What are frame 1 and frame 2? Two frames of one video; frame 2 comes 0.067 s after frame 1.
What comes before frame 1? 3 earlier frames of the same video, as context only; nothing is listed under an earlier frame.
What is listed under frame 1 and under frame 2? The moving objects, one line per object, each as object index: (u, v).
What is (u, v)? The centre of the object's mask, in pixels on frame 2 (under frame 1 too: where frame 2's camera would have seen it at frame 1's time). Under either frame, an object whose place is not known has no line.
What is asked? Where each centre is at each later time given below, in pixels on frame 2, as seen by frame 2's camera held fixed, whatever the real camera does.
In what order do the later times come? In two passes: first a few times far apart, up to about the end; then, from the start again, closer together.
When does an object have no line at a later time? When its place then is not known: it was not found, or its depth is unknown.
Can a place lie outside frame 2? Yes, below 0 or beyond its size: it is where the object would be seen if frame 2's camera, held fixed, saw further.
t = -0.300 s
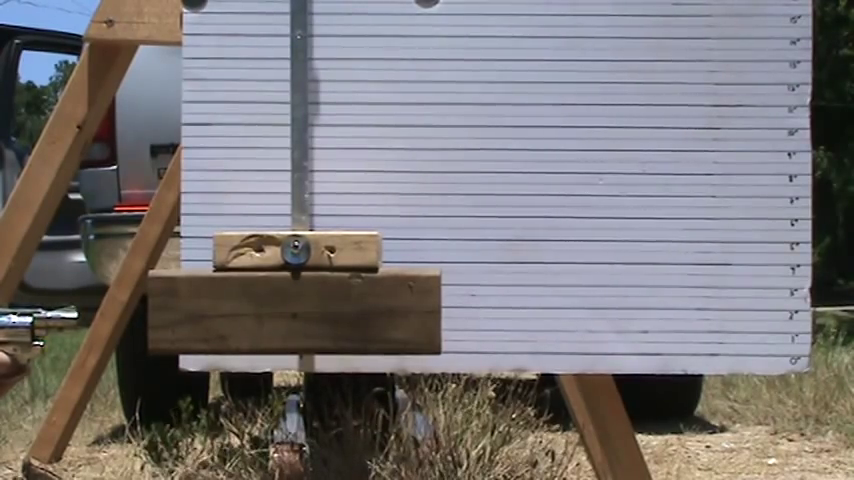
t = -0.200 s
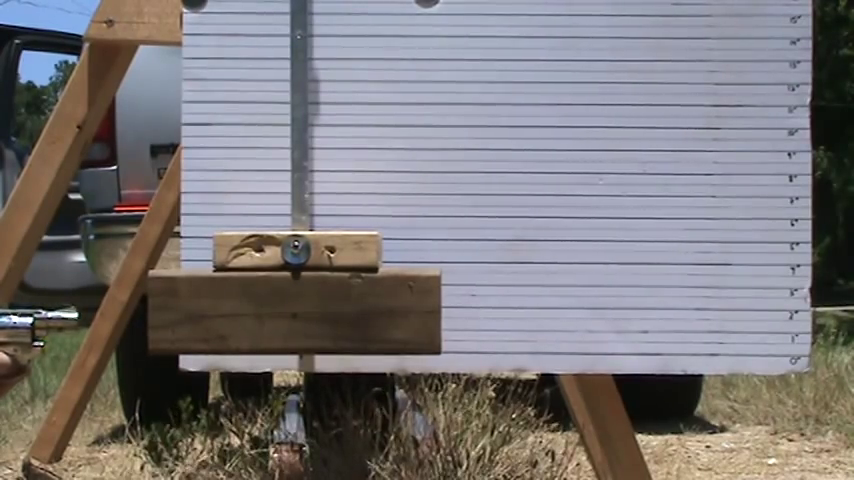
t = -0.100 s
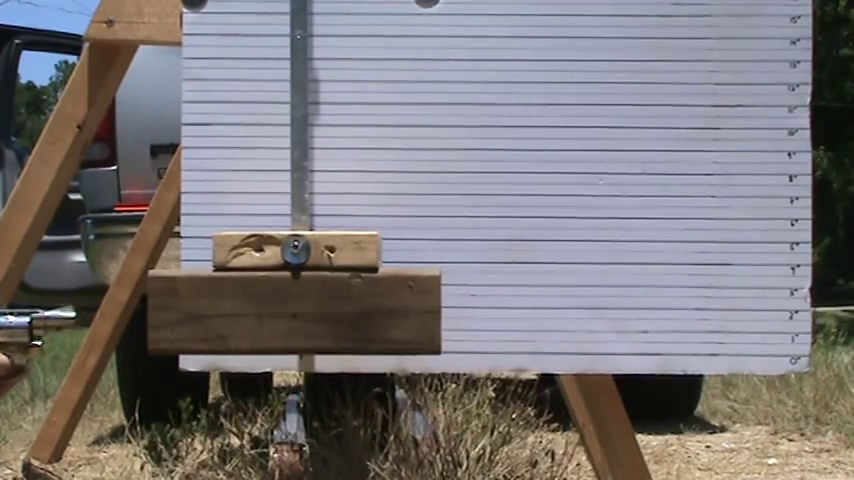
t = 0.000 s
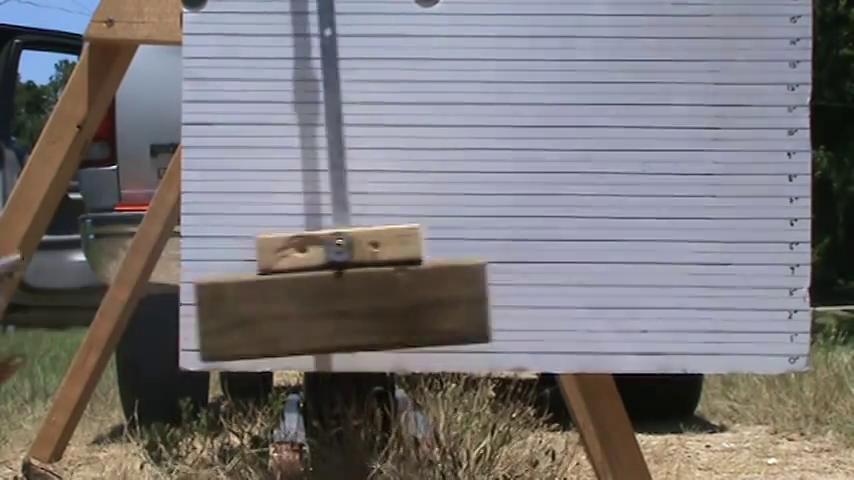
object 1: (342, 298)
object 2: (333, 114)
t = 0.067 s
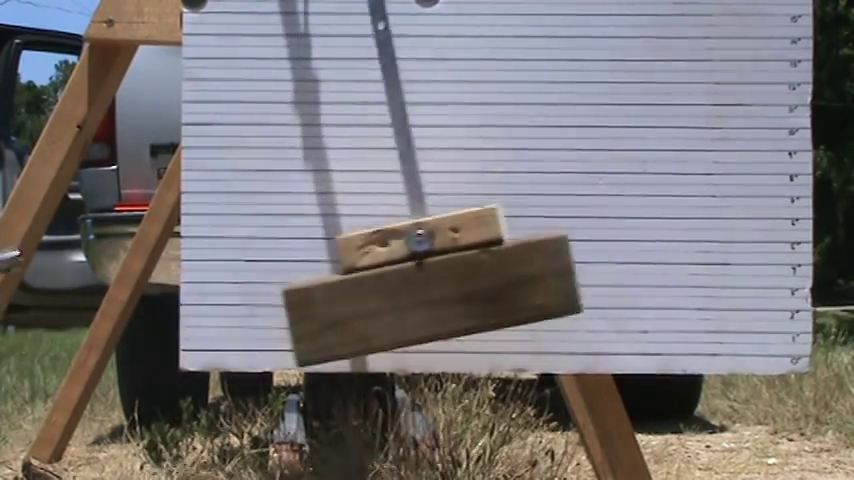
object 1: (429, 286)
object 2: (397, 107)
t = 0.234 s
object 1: (597, 231)
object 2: (525, 83)
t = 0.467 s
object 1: (648, 204)
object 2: (569, 72)
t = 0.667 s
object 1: (519, 263)
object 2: (463, 98)
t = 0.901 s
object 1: (224, 296)
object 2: (246, 112)
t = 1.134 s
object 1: (55, 255)
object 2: (62, 86)
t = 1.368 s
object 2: (39, 70)
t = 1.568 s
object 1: (115, 272)
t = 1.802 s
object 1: (392, 292)
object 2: (368, 111)
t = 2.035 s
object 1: (612, 224)
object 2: (537, 80)
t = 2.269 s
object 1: (625, 217)
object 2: (549, 78)
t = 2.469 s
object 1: (471, 277)
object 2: (425, 103)
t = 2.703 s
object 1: (175, 288)
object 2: (211, 109)
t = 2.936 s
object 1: (48, 253)
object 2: (51, 83)
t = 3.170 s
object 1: (50, 254)
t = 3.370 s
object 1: (146, 282)
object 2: (186, 111)
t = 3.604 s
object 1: (437, 284)
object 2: (401, 106)
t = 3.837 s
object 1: (622, 219)
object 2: (545, 78)
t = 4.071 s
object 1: (599, 230)
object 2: (526, 83)
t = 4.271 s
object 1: (420, 289)
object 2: (387, 108)
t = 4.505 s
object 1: (139, 280)
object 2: (178, 110)
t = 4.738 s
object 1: (45, 253)
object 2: (45, 81)
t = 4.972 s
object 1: (65, 258)
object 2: (75, 92)
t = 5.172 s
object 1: (197, 291)
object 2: (227, 109)
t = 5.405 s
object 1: (481, 274)
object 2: (432, 102)
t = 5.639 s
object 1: (624, 218)
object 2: (548, 78)
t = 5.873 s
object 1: (565, 246)
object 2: (498, 91)
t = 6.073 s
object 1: (365, 297)
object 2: (349, 111)
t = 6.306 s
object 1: (115, 273)
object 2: (148, 115)
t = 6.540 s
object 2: (45, 79)
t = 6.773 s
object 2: (108, 96)
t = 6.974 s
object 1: (252, 297)
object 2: (268, 114)
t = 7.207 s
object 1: (516, 264)
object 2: (460, 97)
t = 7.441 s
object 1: (620, 220)
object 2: (544, 79)
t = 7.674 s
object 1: (524, 262)
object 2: (466, 98)
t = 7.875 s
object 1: (310, 300)
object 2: (308, 114)
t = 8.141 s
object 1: (79, 262)
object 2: (102, 95)
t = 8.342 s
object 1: (47, 253)
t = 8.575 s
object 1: (110, 271)
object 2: (143, 107)
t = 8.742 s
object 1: (268, 298)
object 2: (280, 115)
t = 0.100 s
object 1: (470, 277)
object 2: (427, 103)
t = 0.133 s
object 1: (508, 266)
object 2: (455, 98)
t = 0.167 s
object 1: (544, 254)
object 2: (482, 95)
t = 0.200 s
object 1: (573, 242)
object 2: (505, 89)
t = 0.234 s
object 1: (597, 231)
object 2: (525, 83)
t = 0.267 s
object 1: (618, 221)
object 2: (543, 79)
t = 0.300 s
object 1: (634, 212)
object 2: (556, 75)
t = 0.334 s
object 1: (645, 205)
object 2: (567, 72)
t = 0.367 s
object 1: (652, 201)
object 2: (574, 70)
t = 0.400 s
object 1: (655, 200)
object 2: (576, 70)
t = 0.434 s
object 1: (654, 200)
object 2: (574, 70)
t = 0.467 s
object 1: (648, 204)
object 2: (569, 72)
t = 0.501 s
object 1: (639, 210)
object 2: (560, 75)
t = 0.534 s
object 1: (624, 218)
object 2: (547, 78)
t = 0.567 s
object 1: (604, 228)
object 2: (530, 83)
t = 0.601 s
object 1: (579, 240)
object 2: (511, 88)
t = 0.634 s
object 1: (551, 251)
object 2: (488, 92)
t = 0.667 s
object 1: (519, 263)
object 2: (463, 98)
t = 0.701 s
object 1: (483, 274)
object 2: (435, 102)
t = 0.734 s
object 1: (444, 284)
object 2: (406, 107)
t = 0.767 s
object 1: (403, 291)
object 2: (375, 110)
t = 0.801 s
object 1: (359, 297)
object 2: (344, 112)
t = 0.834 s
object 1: (314, 299)
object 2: (309, 113)
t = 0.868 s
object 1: (269, 299)
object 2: (279, 115)
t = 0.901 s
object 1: (224, 296)
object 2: (246, 112)
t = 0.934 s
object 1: (181, 289)
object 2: (214, 109)
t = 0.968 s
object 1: (142, 281)
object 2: (183, 111)
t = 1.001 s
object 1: (119, 274)
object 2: (153, 112)
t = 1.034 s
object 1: (96, 267)
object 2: (127, 101)
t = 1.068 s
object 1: (80, 262)
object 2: (103, 95)
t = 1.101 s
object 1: (67, 258)
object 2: (82, 91)
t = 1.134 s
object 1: (55, 255)
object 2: (62, 86)
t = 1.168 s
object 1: (46, 252)
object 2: (47, 82)
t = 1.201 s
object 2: (39, 71)
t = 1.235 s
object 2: (35, 62)
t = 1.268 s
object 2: (33, 57)
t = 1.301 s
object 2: (33, 58)
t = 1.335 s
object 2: (35, 61)
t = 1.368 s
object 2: (39, 70)
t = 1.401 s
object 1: (44, 251)
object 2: (45, 79)
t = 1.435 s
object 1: (54, 255)
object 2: (61, 83)
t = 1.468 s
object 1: (65, 258)
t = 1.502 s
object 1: (78, 262)
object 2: (100, 93)
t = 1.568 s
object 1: (115, 272)
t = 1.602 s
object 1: (139, 280)
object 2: (178, 108)
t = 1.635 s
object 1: (172, 288)
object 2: (209, 109)
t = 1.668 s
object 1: (213, 294)
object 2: (240, 110)
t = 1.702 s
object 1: (258, 297)
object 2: (272, 113)
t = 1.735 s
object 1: (303, 299)
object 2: (304, 111)
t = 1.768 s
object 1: (348, 297)
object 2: (336, 112)
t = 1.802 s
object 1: (392, 292)
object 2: (368, 111)
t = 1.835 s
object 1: (433, 285)
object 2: (398, 108)
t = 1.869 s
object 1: (473, 276)
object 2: (427, 103)
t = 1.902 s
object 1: (507, 266)
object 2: (454, 99)
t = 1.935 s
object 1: (541, 255)
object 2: (478, 93)
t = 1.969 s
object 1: (568, 244)
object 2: (501, 88)
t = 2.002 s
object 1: (592, 233)
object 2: (521, 85)
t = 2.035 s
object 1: (612, 224)
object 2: (537, 80)
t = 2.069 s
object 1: (626, 216)
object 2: (550, 77)
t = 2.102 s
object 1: (637, 210)
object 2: (559, 75)
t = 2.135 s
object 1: (643, 207)
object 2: (565, 73)
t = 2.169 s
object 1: (645, 206)
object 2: (566, 72)
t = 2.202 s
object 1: (643, 207)
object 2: (565, 73)
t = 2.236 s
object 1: (636, 211)
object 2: (559, 75)
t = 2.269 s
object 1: (625, 217)
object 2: (549, 78)
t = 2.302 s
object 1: (610, 225)
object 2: (535, 80)
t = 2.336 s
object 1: (591, 234)
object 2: (519, 85)
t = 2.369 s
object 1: (567, 245)
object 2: (499, 89)
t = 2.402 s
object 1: (539, 256)
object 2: (477, 94)
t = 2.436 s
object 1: (506, 267)
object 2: (452, 98)
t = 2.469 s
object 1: (471, 277)
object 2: (425, 103)
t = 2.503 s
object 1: (432, 286)
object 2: (397, 108)
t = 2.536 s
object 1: (390, 293)
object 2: (367, 110)
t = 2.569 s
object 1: (348, 298)
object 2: (336, 113)
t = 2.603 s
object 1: (304, 300)
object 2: (304, 112)
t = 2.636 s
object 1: (259, 298)
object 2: (273, 114)
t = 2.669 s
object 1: (216, 294)
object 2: (241, 112)
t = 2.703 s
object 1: (175, 288)
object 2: (211, 109)
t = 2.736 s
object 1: (142, 281)
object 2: (181, 109)
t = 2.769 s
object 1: (119, 274)
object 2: (151, 113)
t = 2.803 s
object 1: (98, 266)
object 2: (127, 100)
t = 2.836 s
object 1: (82, 263)
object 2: (105, 95)
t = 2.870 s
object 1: (69, 259)
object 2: (85, 90)
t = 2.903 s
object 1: (57, 256)
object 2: (67, 86)
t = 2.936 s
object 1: (48, 253)
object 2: (51, 83)
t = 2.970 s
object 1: (42, 251)
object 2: (42, 77)
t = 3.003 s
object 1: (37, 249)
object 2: (38, 68)
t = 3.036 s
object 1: (35, 249)
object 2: (37, 65)
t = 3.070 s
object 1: (35, 249)
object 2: (37, 64)
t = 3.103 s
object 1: (38, 249)
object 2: (39, 69)
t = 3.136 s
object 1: (42, 251)
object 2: (44, 77)
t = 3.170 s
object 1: (50, 254)
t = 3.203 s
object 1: (58, 255)
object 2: (69, 84)
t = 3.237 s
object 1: (71, 260)
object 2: (88, 91)
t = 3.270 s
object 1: (85, 264)
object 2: (108, 96)
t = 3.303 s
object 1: (102, 268)
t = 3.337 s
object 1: (123, 275)
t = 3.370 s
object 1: (146, 282)
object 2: (186, 111)
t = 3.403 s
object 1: (182, 289)
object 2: (217, 109)
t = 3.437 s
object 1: (224, 295)
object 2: (248, 112)
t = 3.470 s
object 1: (268, 298)
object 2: (279, 114)
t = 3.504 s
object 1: (312, 299)
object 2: (308, 112)
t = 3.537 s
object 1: (354, 296)
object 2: (341, 111)
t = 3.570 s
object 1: (397, 291)
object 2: (372, 109)
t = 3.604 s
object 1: (437, 284)
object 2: (401, 106)
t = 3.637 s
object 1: (475, 276)
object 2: (429, 102)
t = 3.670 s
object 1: (509, 266)
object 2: (455, 98)
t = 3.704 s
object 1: (541, 255)
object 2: (479, 94)
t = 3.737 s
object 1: (567, 244)
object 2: (500, 89)
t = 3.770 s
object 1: (590, 235)
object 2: (519, 85)
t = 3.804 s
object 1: (608, 226)
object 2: (534, 82)
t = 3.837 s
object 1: (622, 219)
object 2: (545, 78)
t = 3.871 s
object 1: (632, 214)
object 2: (554, 76)
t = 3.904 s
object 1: (637, 211)
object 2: (559, 75)
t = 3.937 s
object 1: (638, 210)
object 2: (559, 74)
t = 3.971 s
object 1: (635, 212)
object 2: (557, 75)
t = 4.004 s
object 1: (627, 216)
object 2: (550, 77)
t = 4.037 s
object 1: (616, 222)
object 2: (540, 80)
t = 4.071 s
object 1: (599, 230)
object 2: (526, 83)
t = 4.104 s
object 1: (579, 240)
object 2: (509, 87)
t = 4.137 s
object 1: (555, 250)
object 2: (490, 92)
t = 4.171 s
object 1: (526, 261)
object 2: (467, 96)
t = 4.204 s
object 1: (494, 271)
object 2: (443, 100)
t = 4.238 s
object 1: (458, 281)
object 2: (416, 105)
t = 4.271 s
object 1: (420, 289)
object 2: (387, 108)
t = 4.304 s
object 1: (379, 295)
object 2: (358, 111)
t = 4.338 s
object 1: (337, 299)
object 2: (328, 113)
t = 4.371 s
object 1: (293, 300)
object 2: (298, 116)
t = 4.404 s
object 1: (251, 298)
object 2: (267, 115)
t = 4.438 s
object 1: (209, 294)
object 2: (236, 112)
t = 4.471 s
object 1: (170, 287)
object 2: (207, 109)
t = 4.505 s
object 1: (139, 280)
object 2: (178, 110)
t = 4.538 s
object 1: (116, 274)
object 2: (150, 118)
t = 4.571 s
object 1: (97, 267)
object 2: (126, 101)
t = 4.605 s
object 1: (82, 263)
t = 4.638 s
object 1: (69, 259)
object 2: (86, 90)
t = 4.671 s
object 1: (57, 255)
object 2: (69, 85)
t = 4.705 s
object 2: (55, 85)
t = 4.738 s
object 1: (45, 253)
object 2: (45, 81)
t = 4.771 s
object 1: (41, 251)
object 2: (41, 75)
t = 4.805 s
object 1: (39, 251)
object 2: (40, 73)
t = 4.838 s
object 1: (40, 251)
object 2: (41, 74)
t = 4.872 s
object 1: (43, 251)
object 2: (43, 78)
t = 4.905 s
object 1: (48, 253)
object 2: (51, 83)
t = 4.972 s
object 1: (65, 258)
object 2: (75, 92)
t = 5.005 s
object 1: (77, 262)
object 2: (98, 93)
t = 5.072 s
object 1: (110, 270)
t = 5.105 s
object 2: (170, 104)
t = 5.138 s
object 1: (157, 284)
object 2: (199, 101)
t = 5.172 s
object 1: (197, 291)
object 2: (227, 109)
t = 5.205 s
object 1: (238, 296)
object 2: (257, 113)
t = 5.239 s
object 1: (279, 298)
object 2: (288, 113)
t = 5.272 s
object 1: (323, 298)
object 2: (317, 119)
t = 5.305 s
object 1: (365, 295)
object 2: (348, 111)
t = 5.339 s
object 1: (406, 290)
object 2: (378, 109)
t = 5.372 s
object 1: (444, 283)
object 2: (405, 105)
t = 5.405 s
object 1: (481, 274)
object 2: (432, 102)
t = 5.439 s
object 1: (512, 265)
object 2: (457, 97)
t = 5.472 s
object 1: (542, 255)
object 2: (480, 94)
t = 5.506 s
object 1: (566, 245)
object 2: (499, 89)
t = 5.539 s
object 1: (587, 236)
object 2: (517, 86)
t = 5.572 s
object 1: (603, 228)
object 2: (530, 83)
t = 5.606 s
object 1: (616, 222)
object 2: (541, 80)
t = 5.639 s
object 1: (624, 218)
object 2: (548, 78)
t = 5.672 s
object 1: (628, 216)
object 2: (552, 78)
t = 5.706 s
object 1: (627, 216)
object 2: (551, 78)
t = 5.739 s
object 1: (623, 218)
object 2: (548, 79)
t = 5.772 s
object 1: (615, 223)
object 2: (540, 81)
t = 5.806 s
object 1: (602, 229)
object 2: (529, 83)
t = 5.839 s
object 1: (585, 237)
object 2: (515, 87)
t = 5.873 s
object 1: (565, 246)
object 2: (498, 91)
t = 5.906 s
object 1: (540, 256)
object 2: (478, 95)
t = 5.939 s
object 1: (511, 266)
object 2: (456, 98)
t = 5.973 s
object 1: (479, 275)
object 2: (432, 103)
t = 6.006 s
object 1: (443, 284)
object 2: (405, 108)
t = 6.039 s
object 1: (406, 291)
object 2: (377, 110)
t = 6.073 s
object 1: (365, 297)
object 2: (349, 111)
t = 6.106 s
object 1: (324, 299)
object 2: (319, 115)
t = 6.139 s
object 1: (282, 300)
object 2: (290, 115)
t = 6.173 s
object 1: (242, 297)
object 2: (259, 112)
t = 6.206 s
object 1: (201, 293)
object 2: (230, 110)
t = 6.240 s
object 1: (164, 286)
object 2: (202, 105)
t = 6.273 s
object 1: (136, 279)
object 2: (174, 106)
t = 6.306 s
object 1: (115, 273)
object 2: (148, 115)
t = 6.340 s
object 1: (96, 266)
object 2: (124, 101)
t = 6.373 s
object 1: (82, 263)
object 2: (104, 95)
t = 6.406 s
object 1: (70, 260)
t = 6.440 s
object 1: (59, 256)
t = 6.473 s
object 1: (53, 255)
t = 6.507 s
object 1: (48, 254)
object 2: (49, 83)
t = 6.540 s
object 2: (45, 79)
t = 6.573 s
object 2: (44, 78)
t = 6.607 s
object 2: (45, 79)
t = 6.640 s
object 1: (48, 253)
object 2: (51, 82)
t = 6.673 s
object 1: (54, 255)
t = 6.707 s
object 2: (74, 83)
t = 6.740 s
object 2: (90, 90)
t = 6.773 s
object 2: (108, 96)
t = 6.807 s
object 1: (100, 267)
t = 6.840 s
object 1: (120, 273)
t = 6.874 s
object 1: (141, 280)
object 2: (181, 106)
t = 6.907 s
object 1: (172, 287)
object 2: (209, 110)
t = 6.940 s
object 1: (211, 293)
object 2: (238, 111)
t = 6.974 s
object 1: (252, 297)
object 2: (268, 114)
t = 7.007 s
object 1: (293, 298)
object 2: (297, 116)
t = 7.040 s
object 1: (336, 298)
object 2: (327, 113)
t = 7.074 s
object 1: (376, 295)
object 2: (356, 111)
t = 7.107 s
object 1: (415, 289)
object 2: (385, 109)
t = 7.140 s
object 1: (452, 282)
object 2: (412, 105)
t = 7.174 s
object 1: (486, 273)
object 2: (437, 101)
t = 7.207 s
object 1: (516, 264)
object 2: (460, 97)
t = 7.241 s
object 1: (544, 254)
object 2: (481, 93)
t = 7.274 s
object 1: (567, 245)
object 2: (500, 90)
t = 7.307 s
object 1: (585, 237)
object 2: (515, 87)
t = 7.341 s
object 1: (600, 230)
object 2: (528, 84)
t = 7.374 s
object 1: (611, 225)
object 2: (536, 81)
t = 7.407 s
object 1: (618, 221)
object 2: (542, 80)
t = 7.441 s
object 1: (620, 220)
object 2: (544, 79)
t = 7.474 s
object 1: (619, 221)
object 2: (543, 79)
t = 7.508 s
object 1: (613, 224)
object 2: (538, 81)
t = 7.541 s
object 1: (603, 229)
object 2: (530, 83)
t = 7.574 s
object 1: (589, 235)
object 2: (518, 86)
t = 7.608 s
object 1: (571, 243)
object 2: (504, 90)
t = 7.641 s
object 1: (550, 252)
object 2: (486, 94)
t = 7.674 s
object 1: (524, 262)
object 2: (466, 98)
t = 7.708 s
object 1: (495, 271)
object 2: (444, 101)
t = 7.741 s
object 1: (463, 280)
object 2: (420, 106)
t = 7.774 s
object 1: (427, 287)
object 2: (393, 109)
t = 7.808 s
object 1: (390, 294)
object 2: (366, 111)
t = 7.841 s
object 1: (351, 298)
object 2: (338, 113)
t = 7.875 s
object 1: (310, 300)
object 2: (308, 114)
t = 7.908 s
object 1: (270, 299)
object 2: (280, 114)
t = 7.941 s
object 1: (228, 296)
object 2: (250, 112)
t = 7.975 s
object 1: (191, 291)
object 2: (222, 110)
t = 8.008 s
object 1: (154, 284)
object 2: (196, 103)
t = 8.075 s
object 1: (110, 271)
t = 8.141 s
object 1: (79, 262)
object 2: (102, 95)
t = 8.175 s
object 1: (69, 259)
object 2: (86, 90)
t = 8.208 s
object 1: (59, 256)
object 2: (72, 85)
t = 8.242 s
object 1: (53, 254)
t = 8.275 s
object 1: (49, 253)
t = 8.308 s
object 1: (47, 253)
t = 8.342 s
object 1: (47, 253)
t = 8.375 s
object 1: (49, 253)
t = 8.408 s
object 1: (54, 255)
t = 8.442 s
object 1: (58, 254)
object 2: (73, 83)
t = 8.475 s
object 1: (69, 259)
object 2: (85, 91)
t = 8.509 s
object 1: (79, 262)
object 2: (102, 94)
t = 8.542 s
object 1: (93, 265)
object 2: (121, 100)
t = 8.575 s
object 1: (110, 271)
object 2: (143, 107)
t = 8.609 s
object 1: (131, 278)
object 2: (168, 106)
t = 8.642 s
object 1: (154, 284)
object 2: (196, 106)
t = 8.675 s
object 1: (190, 291)
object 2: (222, 111)
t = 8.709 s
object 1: (229, 295)
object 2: (251, 114)
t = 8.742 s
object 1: (268, 298)
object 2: (280, 115)
